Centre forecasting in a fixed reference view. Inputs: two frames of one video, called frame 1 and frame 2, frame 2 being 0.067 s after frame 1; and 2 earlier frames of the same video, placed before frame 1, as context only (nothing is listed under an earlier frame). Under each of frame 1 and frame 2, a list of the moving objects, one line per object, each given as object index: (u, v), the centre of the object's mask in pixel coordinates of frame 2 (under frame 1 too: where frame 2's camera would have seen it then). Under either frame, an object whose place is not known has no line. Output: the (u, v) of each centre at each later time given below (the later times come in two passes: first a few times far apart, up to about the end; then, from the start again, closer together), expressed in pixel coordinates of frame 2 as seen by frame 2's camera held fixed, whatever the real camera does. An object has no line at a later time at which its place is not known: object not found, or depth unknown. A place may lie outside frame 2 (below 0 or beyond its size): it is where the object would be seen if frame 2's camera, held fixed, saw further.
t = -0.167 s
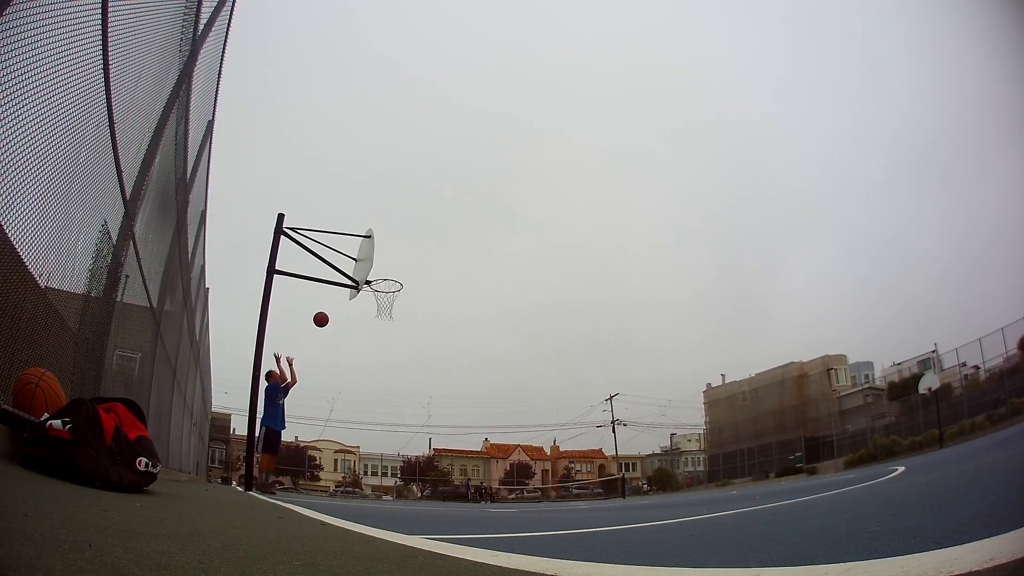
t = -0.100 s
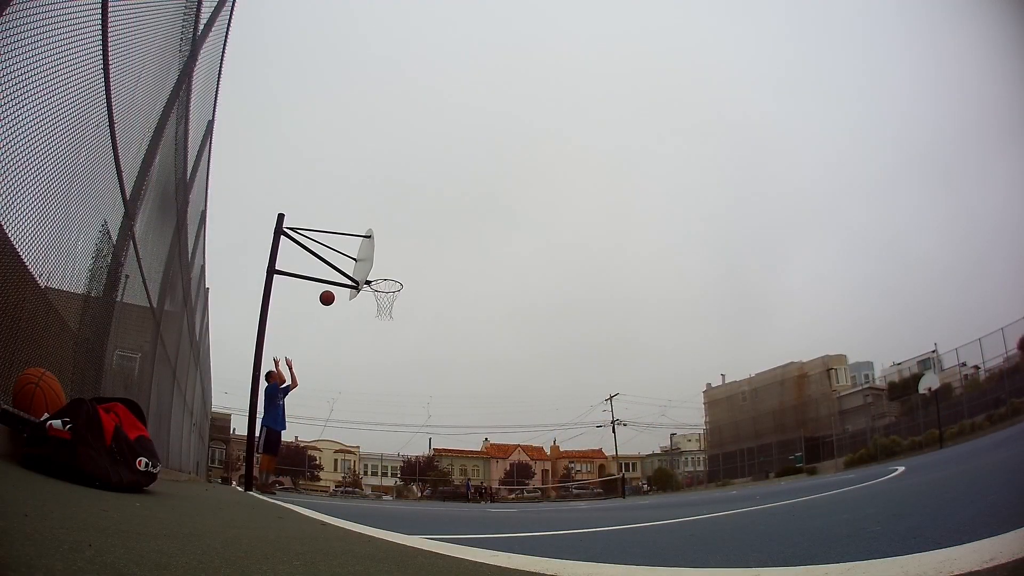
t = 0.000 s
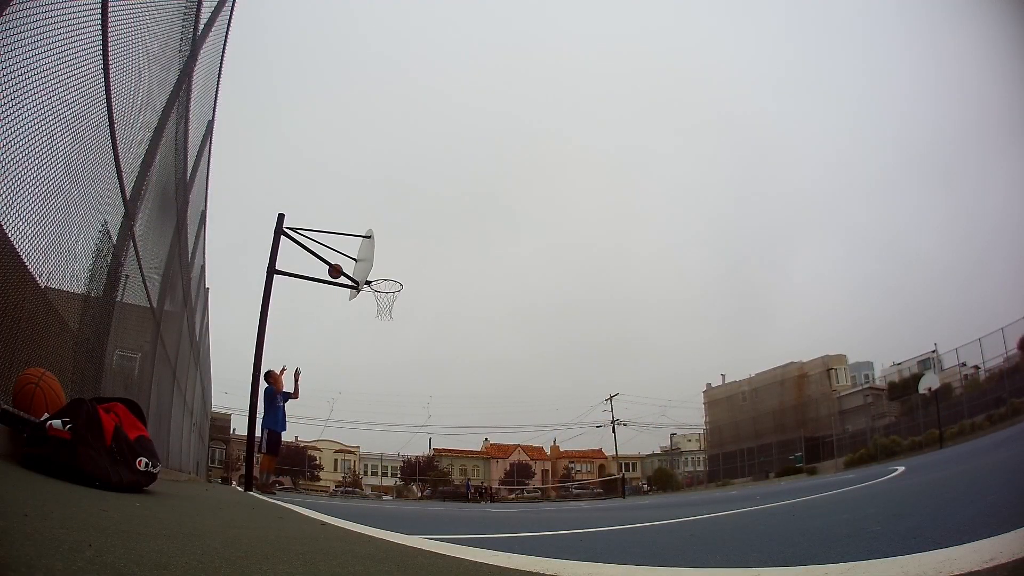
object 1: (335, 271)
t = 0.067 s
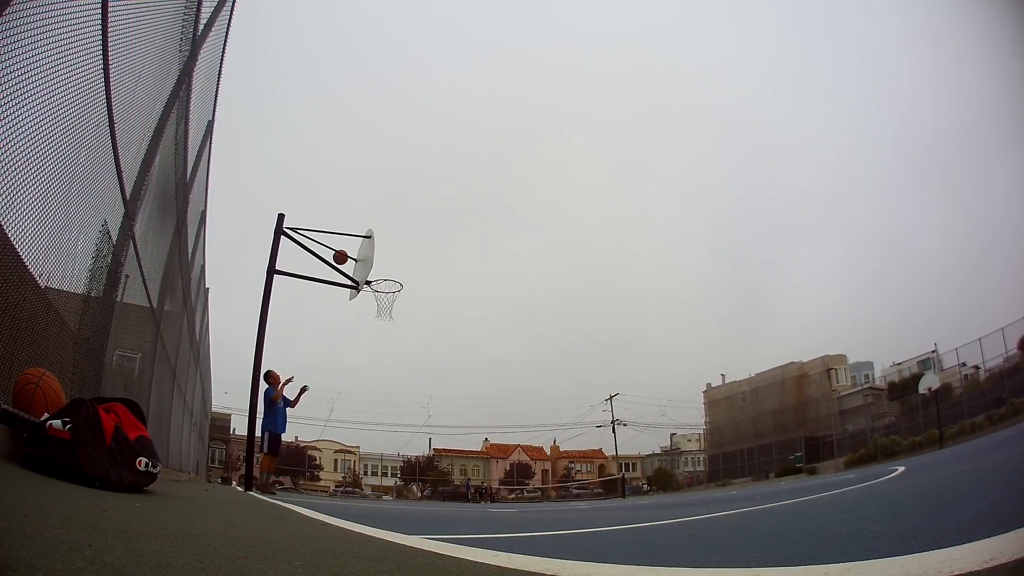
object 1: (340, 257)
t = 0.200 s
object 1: (350, 237)
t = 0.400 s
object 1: (362, 226)
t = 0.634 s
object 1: (377, 241)
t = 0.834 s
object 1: (381, 282)
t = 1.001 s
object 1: (387, 337)
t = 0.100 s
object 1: (343, 251)
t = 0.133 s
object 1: (345, 246)
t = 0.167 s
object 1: (347, 242)
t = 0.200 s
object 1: (350, 237)
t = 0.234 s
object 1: (352, 234)
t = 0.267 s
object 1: (354, 231)
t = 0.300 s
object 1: (356, 228)
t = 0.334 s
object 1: (358, 227)
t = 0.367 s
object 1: (360, 226)
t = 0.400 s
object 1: (362, 226)
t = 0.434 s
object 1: (363, 226)
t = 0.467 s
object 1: (365, 226)
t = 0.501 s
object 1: (366, 227)
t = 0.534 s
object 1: (368, 228)
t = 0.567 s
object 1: (373, 231)
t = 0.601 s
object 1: (376, 236)
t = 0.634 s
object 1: (377, 241)
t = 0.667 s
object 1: (378, 246)
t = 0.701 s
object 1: (378, 251)
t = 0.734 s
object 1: (379, 258)
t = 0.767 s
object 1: (379, 265)
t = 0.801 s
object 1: (380, 273)
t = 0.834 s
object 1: (381, 282)
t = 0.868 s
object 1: (382, 291)
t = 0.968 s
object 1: (386, 325)
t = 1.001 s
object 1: (387, 337)
